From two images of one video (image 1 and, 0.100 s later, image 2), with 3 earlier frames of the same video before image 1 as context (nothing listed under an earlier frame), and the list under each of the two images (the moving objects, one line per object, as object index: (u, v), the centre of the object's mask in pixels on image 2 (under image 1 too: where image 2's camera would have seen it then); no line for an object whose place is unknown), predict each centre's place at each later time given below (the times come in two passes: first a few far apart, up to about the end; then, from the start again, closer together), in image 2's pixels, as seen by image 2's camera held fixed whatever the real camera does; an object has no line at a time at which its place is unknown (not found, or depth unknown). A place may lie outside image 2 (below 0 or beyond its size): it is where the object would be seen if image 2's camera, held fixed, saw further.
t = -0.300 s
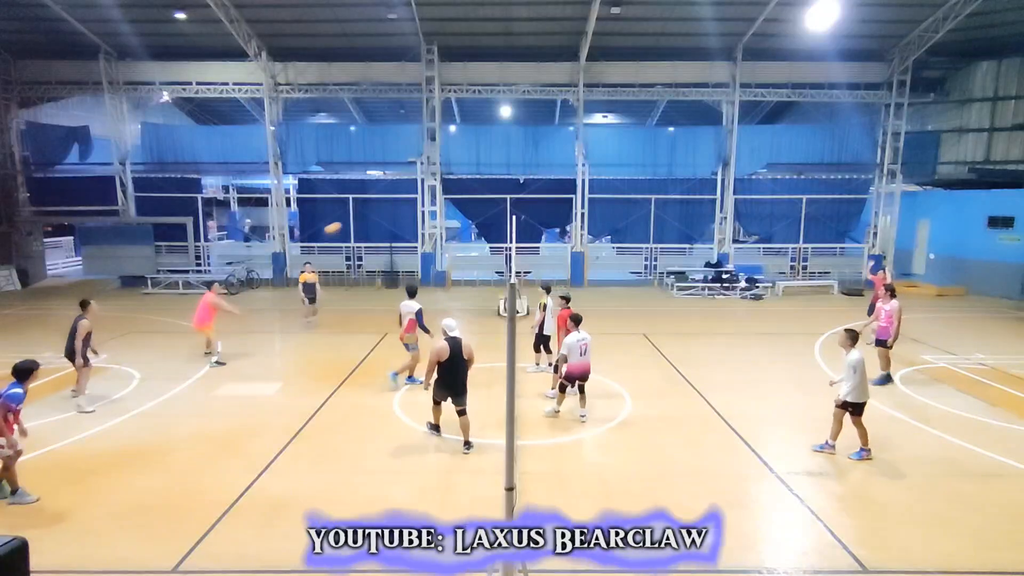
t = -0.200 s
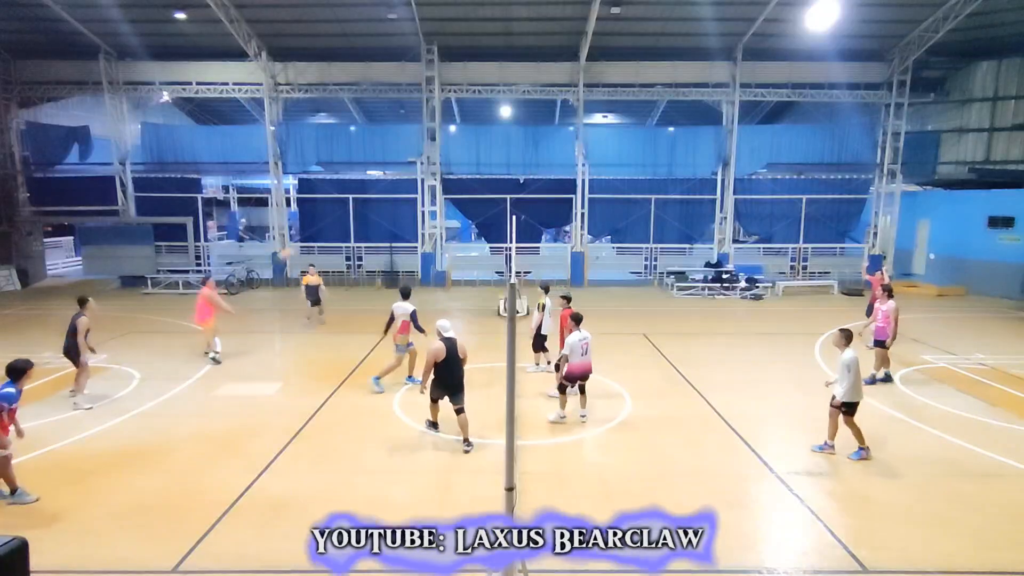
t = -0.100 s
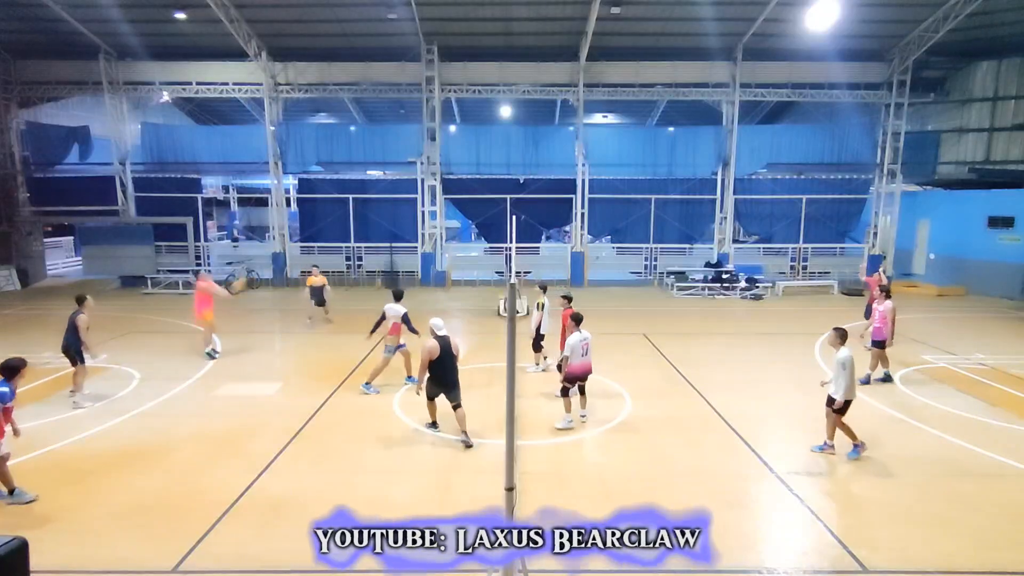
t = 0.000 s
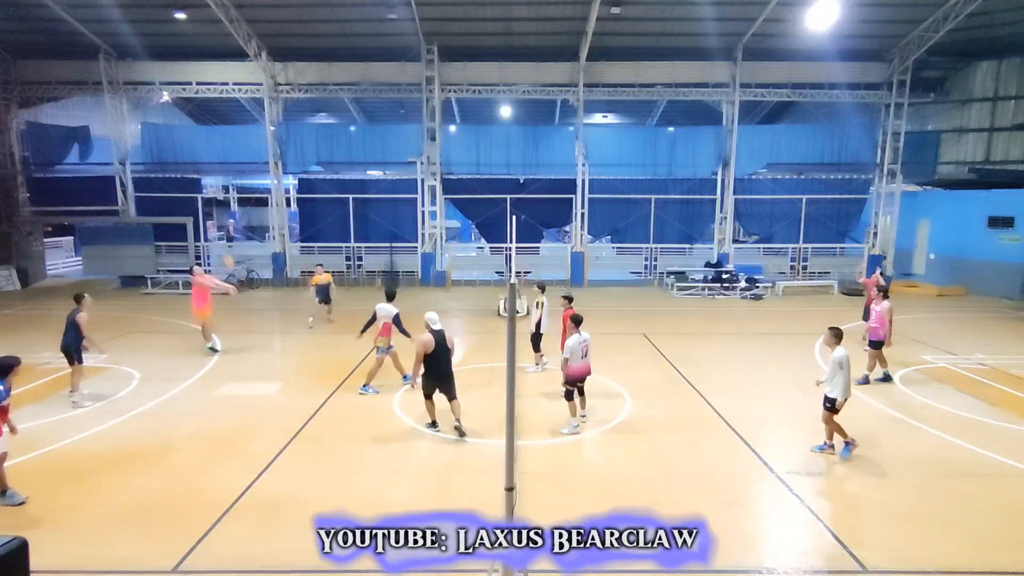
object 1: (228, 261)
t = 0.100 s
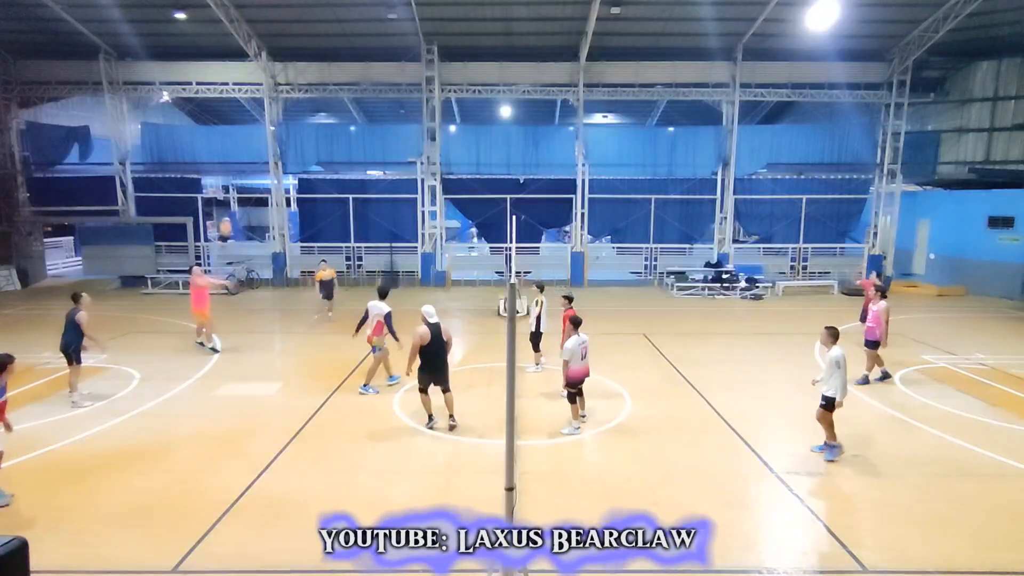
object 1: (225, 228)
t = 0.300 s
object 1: (219, 169)
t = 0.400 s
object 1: (215, 148)
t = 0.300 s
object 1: (219, 169)
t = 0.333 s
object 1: (217, 163)
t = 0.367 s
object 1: (215, 156)
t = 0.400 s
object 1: (215, 148)
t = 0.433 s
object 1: (214, 141)
